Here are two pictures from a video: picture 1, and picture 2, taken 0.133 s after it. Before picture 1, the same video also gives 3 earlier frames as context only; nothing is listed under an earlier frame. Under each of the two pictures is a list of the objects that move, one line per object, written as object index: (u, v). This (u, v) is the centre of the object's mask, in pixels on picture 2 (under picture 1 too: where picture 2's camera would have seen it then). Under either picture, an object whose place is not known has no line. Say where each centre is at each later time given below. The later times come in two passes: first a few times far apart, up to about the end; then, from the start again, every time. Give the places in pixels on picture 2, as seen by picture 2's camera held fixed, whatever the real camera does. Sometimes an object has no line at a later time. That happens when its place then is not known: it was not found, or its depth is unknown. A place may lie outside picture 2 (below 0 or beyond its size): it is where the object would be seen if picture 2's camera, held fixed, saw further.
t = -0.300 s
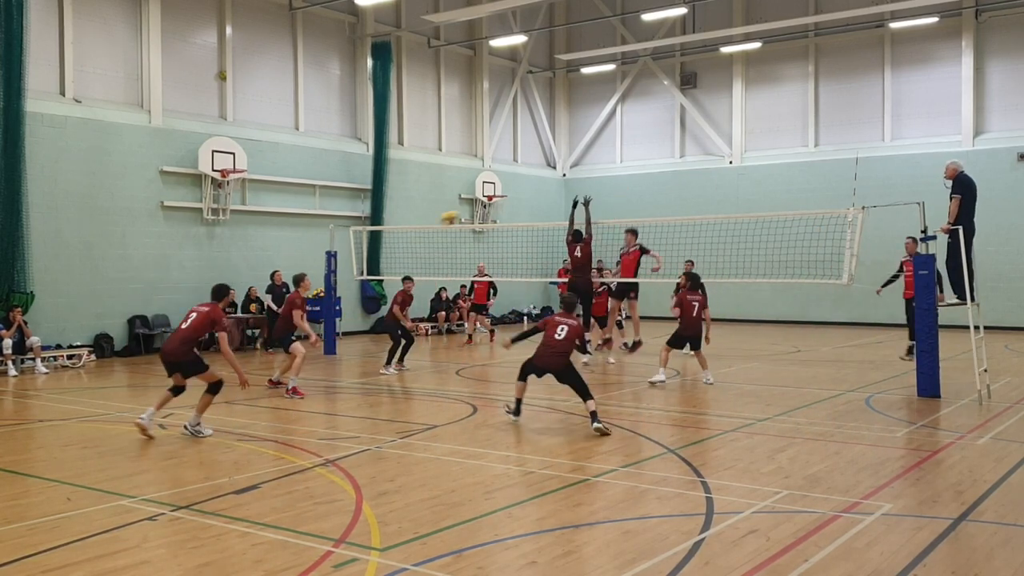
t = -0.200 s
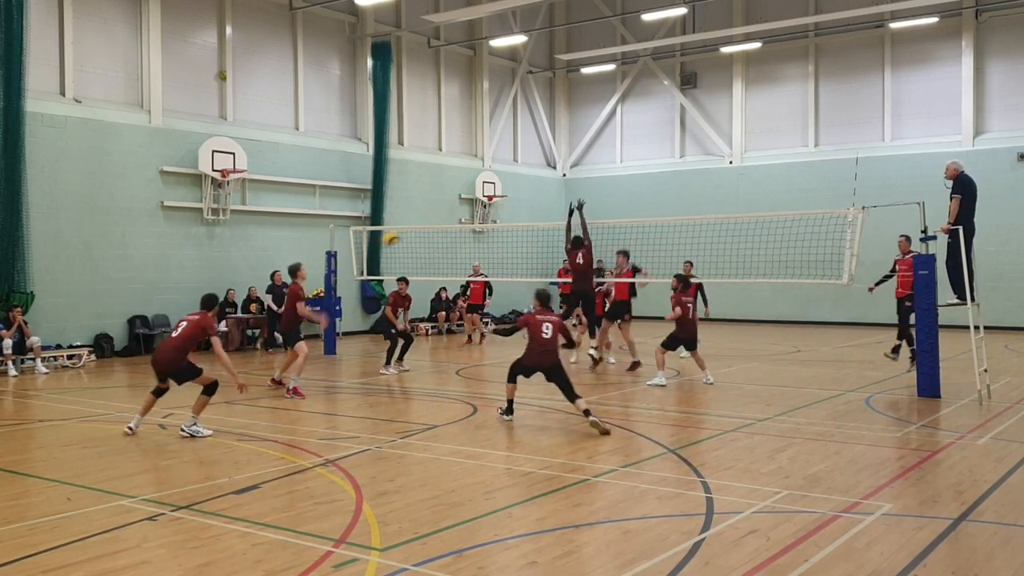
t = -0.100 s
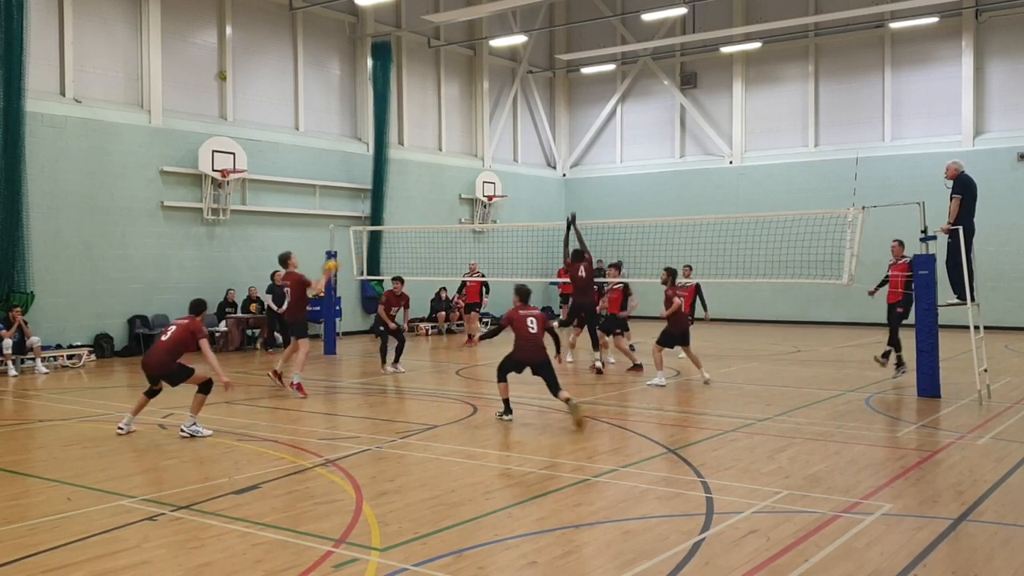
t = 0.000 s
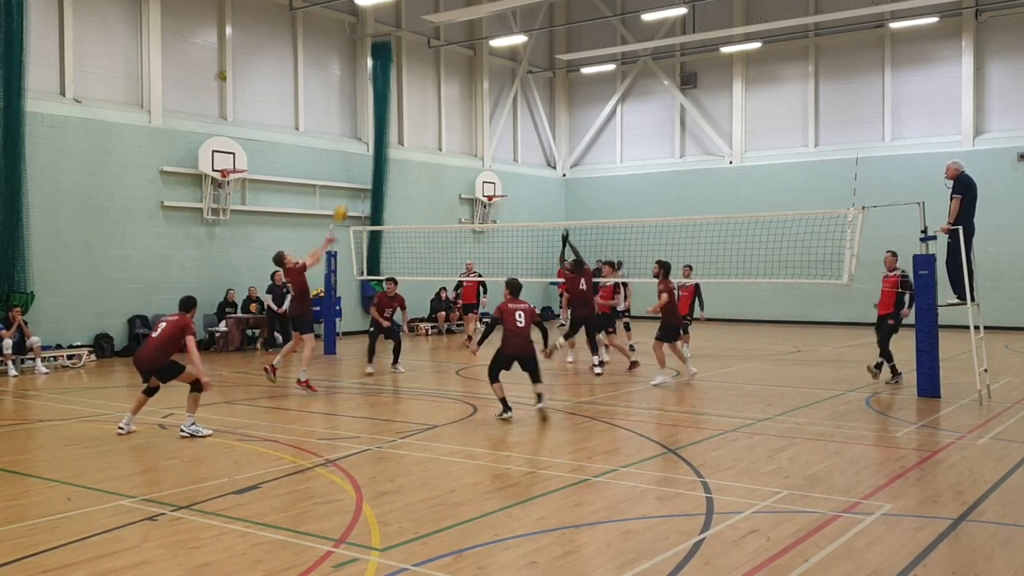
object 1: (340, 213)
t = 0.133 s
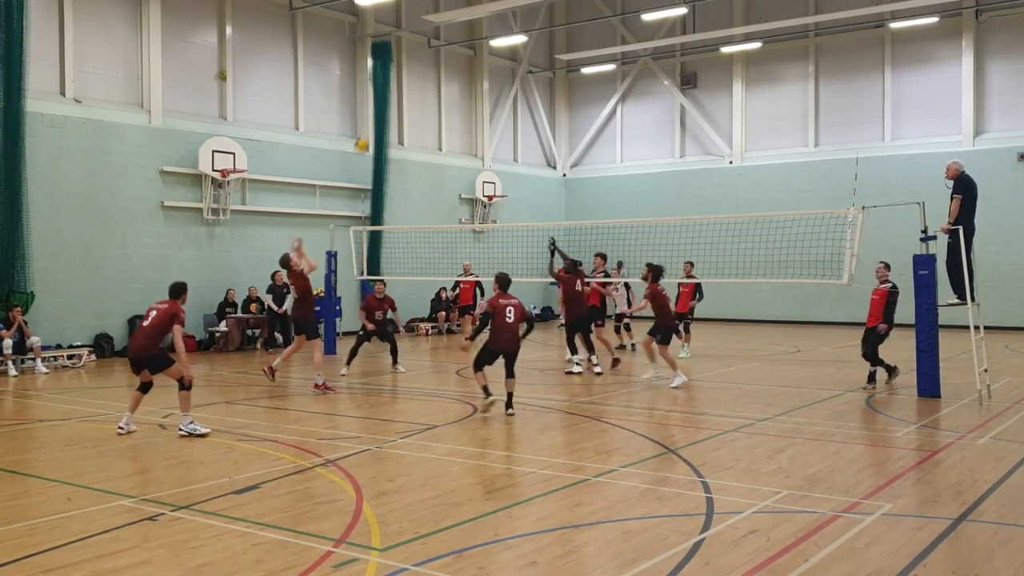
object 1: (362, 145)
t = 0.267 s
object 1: (382, 89)
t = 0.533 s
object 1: (420, 17)
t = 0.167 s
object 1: (367, 130)
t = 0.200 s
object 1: (372, 116)
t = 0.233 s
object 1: (377, 101)
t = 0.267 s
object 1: (382, 89)
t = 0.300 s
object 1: (386, 77)
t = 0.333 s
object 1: (390, 67)
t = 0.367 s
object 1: (396, 56)
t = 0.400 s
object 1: (401, 47)
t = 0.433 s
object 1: (405, 39)
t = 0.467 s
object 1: (410, 31)
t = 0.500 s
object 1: (415, 24)
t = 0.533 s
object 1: (420, 17)
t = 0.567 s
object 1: (424, 12)
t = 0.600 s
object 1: (430, 7)
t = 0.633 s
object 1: (434, 5)
